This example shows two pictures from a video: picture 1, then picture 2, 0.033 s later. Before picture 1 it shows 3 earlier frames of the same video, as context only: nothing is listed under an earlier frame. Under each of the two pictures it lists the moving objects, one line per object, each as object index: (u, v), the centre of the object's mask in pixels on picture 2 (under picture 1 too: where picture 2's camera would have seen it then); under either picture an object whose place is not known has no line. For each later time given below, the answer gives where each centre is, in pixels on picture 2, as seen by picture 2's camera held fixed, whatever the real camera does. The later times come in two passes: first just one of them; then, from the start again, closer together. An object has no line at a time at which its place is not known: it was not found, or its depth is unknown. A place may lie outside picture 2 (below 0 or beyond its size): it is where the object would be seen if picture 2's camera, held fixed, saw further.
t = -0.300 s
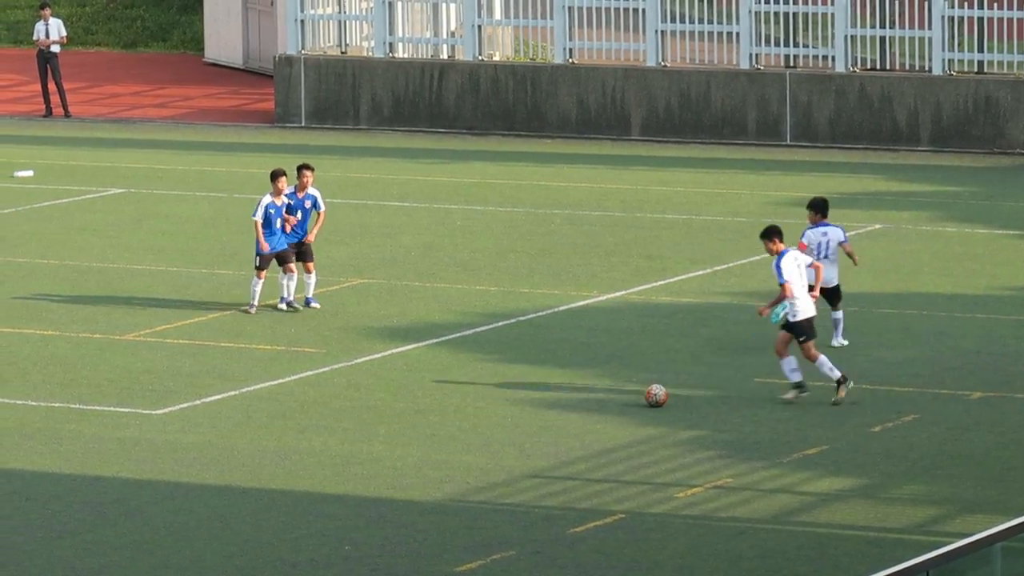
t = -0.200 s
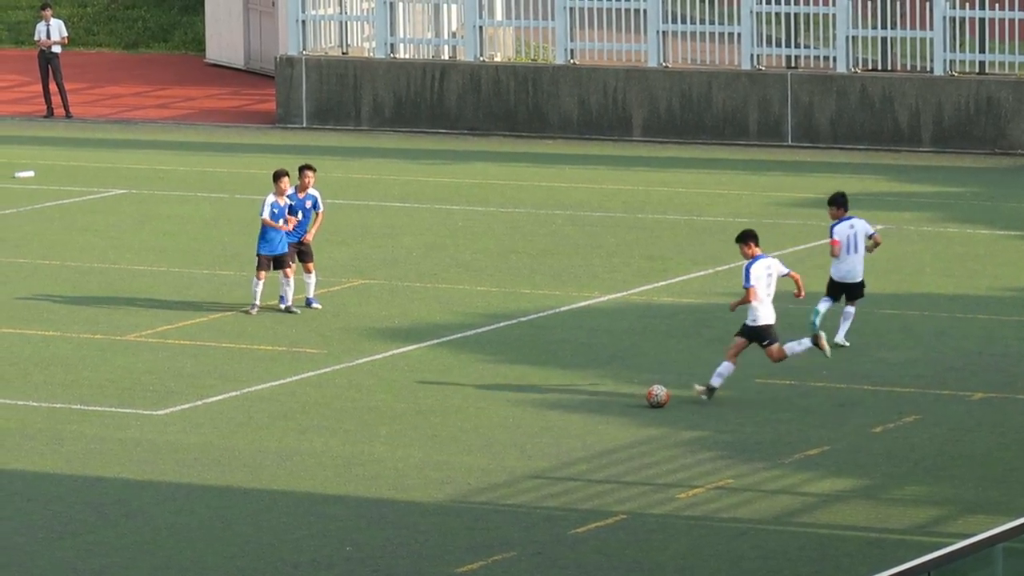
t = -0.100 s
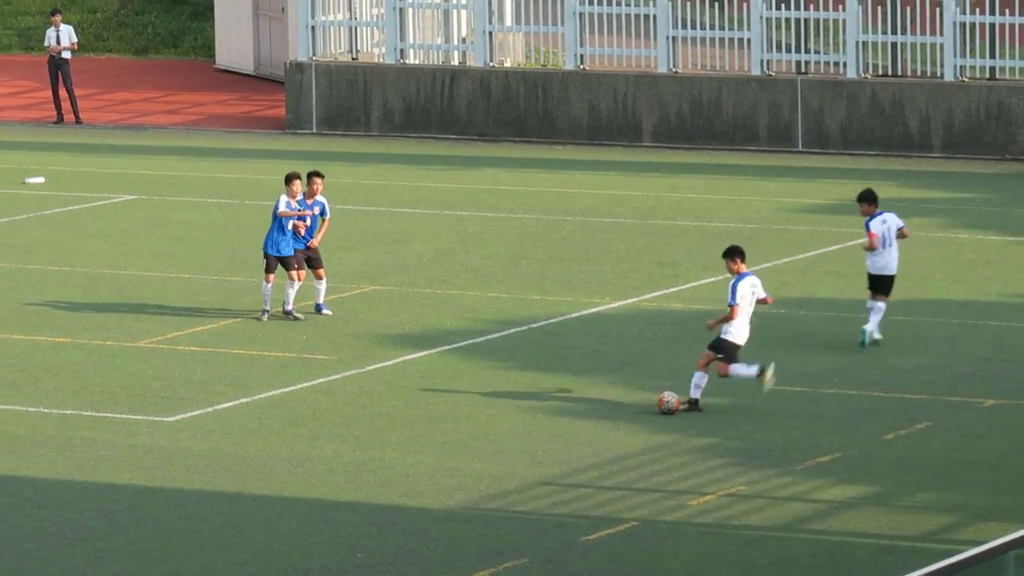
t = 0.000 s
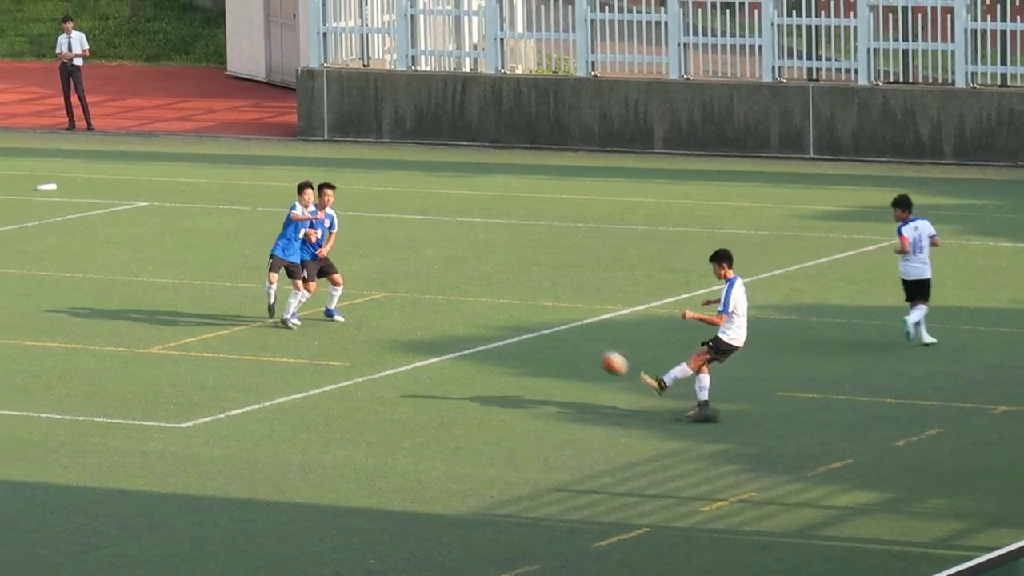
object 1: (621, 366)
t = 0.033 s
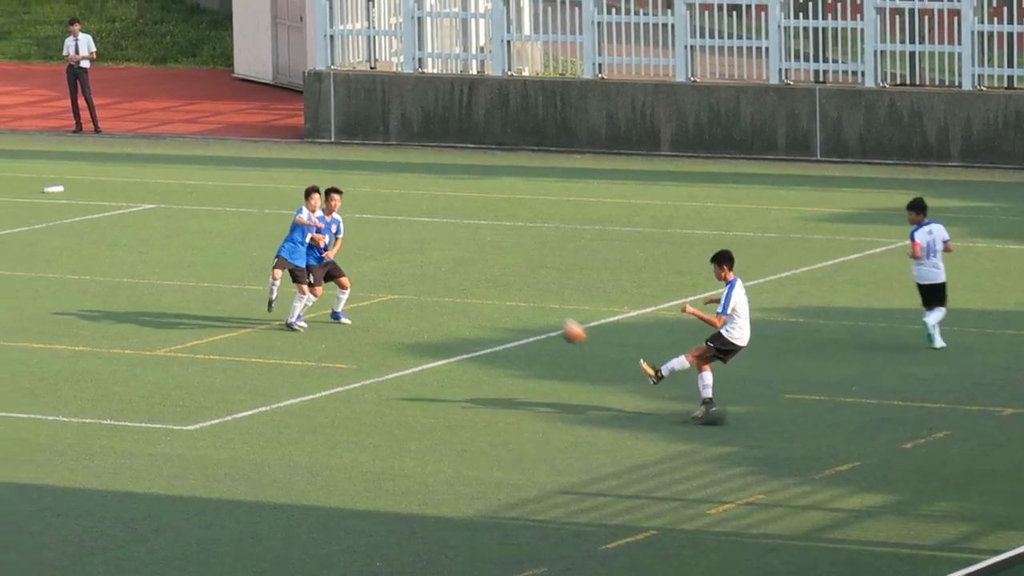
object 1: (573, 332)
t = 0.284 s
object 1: (256, 128)
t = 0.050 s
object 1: (548, 315)
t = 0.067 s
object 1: (525, 299)
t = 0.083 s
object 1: (501, 283)
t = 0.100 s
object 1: (479, 268)
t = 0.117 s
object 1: (457, 253)
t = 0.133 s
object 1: (435, 239)
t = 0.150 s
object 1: (413, 225)
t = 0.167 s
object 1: (392, 211)
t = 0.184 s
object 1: (371, 197)
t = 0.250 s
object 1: (293, 150)
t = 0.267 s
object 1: (274, 139)
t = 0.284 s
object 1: (256, 128)
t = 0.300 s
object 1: (236, 117)
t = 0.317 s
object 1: (217, 107)
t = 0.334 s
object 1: (198, 97)
